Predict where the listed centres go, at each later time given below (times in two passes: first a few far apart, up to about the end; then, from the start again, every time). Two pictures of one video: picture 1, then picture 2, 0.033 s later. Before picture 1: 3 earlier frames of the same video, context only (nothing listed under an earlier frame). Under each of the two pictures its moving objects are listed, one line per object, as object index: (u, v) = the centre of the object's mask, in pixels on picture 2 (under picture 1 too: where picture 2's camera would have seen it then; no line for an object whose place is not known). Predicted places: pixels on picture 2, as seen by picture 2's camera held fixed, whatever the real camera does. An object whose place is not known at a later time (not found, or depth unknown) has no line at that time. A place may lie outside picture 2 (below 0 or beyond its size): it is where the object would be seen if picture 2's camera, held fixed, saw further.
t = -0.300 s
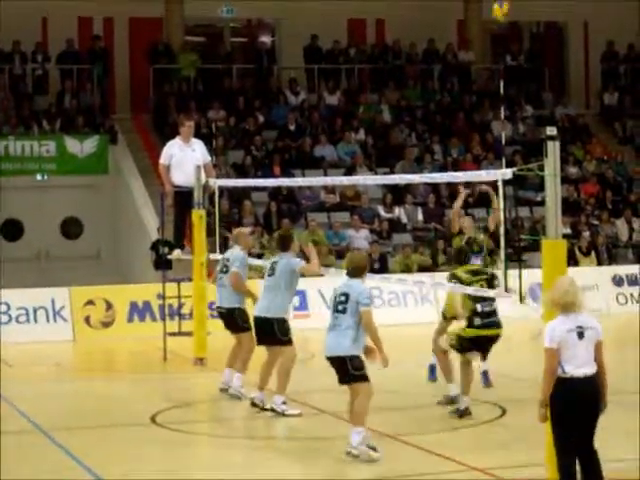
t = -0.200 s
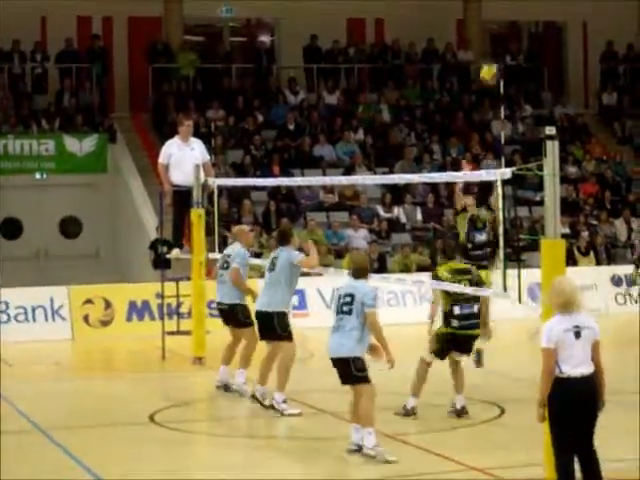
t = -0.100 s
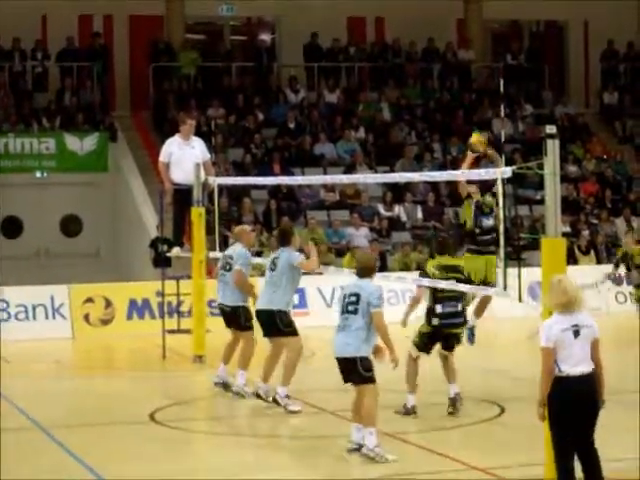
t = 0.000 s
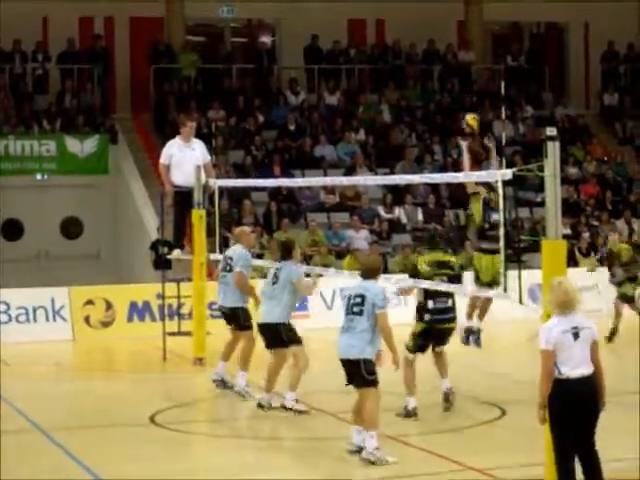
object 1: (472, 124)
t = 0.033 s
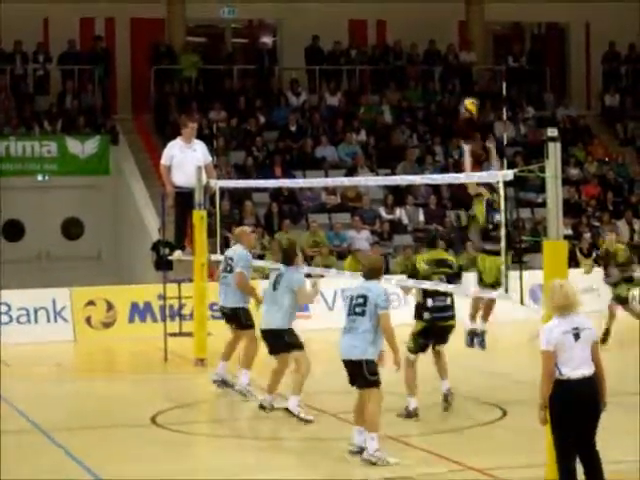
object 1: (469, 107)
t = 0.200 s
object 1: (455, 46)
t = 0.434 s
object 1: (438, 9)
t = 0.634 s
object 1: (424, 12)
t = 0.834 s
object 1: (412, 47)
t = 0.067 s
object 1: (466, 94)
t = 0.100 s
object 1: (464, 80)
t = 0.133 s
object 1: (461, 67)
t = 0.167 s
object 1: (457, 56)
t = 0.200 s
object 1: (455, 46)
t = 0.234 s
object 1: (453, 39)
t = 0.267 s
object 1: (450, 28)
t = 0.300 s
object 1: (447, 24)
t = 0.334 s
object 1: (445, 20)
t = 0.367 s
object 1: (443, 16)
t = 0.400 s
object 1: (441, 12)
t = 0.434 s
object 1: (438, 9)
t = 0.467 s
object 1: (436, 8)
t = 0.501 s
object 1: (434, 8)
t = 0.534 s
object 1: (431, 7)
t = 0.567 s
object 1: (430, 8)
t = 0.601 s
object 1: (427, 10)
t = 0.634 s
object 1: (424, 12)
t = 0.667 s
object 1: (422, 16)
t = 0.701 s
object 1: (421, 21)
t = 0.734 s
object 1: (419, 26)
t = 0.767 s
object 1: (417, 32)
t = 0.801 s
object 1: (415, 39)
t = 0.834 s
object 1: (412, 47)
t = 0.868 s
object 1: (411, 56)
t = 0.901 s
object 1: (409, 64)
